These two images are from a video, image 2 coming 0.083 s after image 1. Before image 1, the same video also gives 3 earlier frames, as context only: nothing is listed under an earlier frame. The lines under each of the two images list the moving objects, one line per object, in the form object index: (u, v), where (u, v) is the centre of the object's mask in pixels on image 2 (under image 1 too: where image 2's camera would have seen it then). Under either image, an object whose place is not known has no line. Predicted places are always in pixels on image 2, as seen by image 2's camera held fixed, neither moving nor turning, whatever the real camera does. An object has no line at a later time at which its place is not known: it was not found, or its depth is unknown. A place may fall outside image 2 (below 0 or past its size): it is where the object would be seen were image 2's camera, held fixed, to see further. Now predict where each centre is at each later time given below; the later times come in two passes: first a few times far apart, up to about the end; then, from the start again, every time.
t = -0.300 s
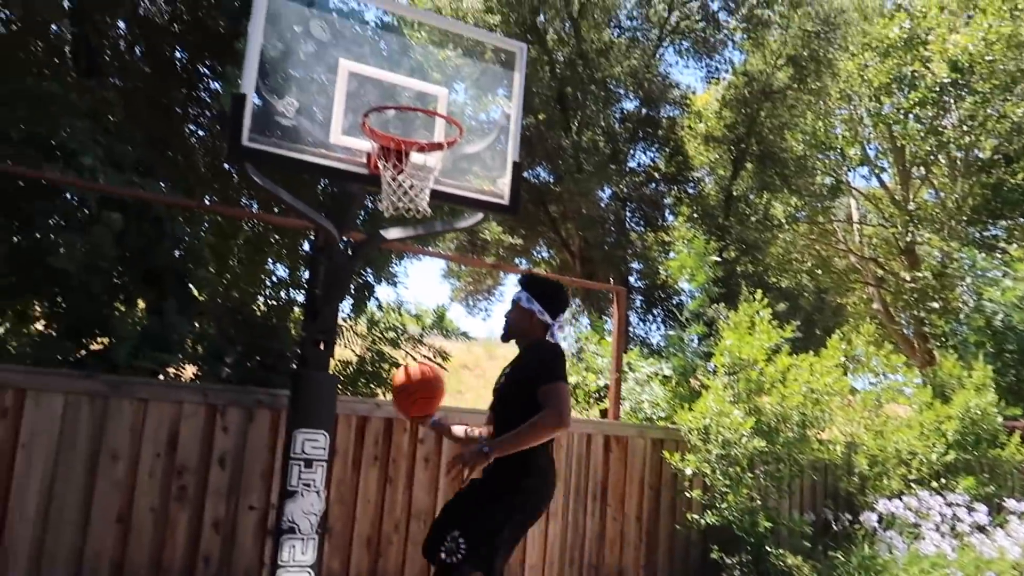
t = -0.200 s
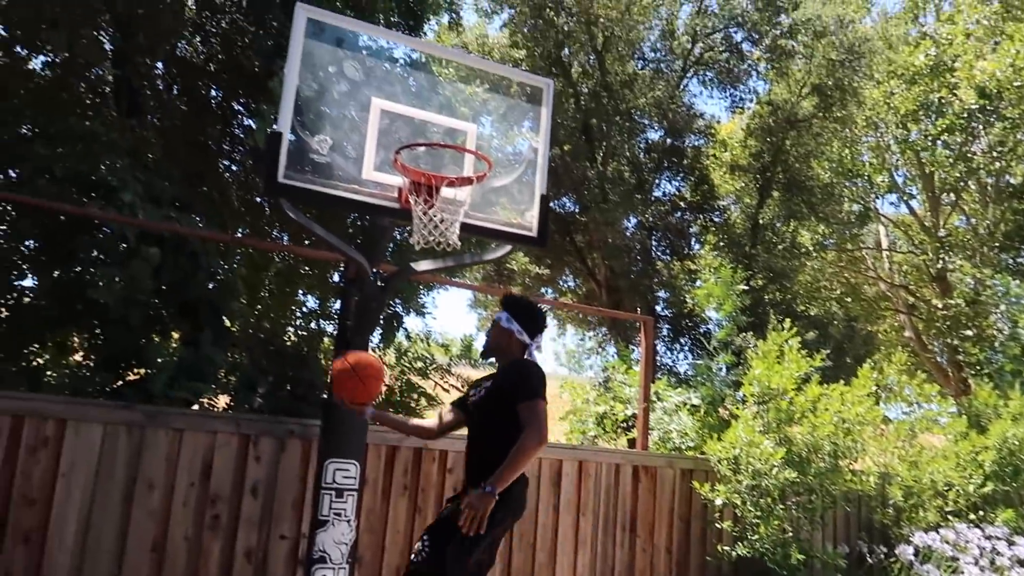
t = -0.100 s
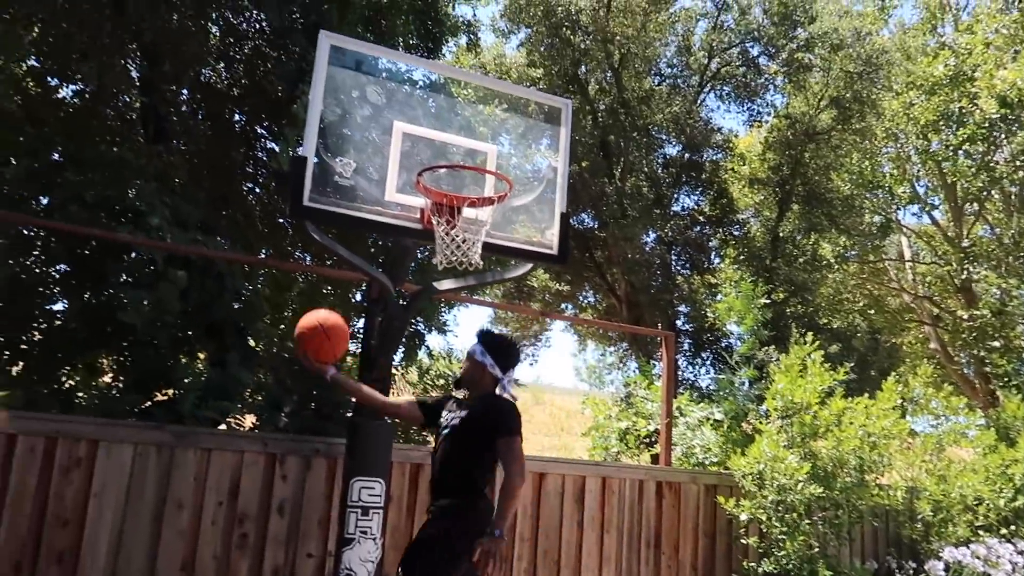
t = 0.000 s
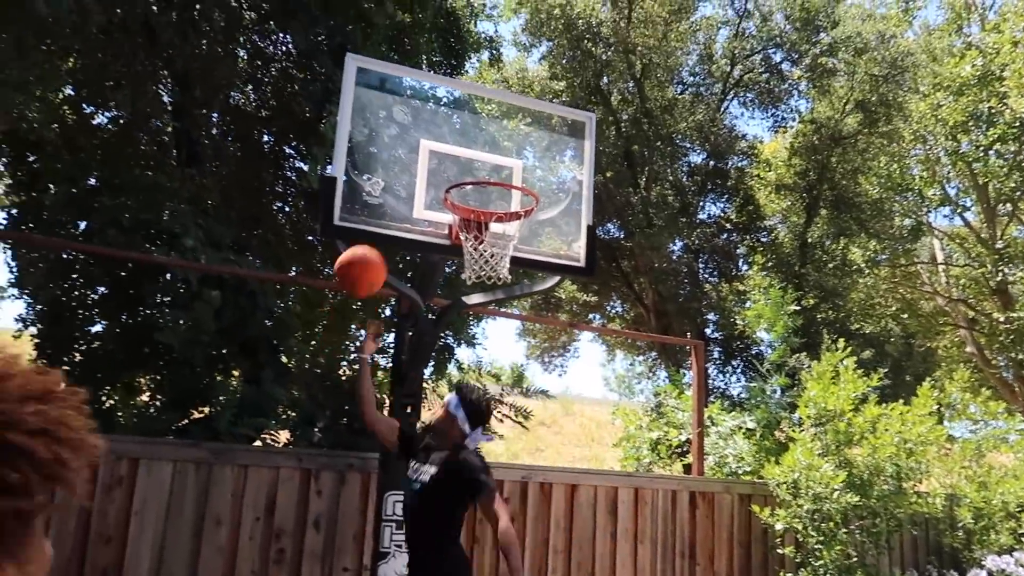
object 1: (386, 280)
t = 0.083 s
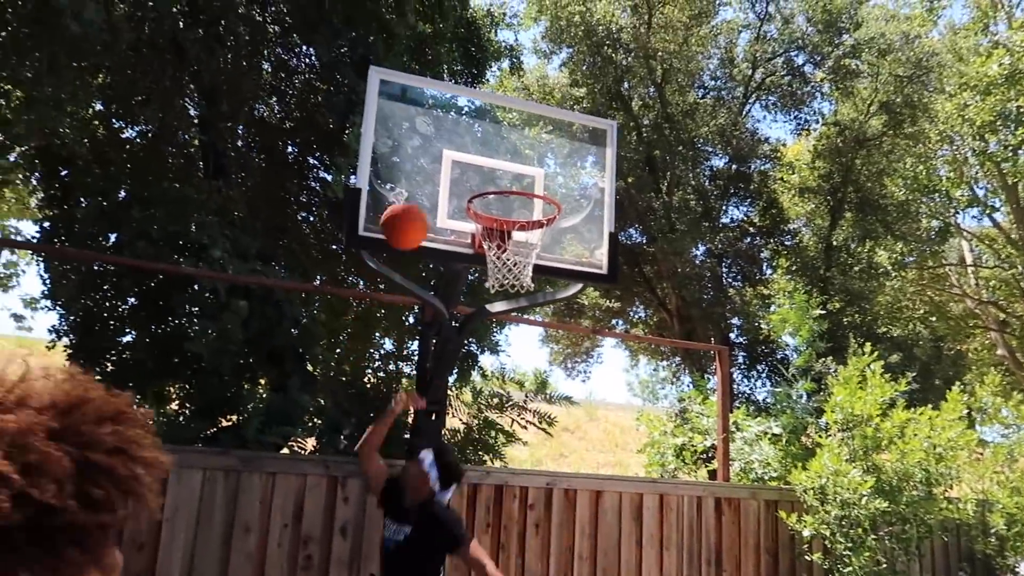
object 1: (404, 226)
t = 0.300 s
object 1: (445, 150)
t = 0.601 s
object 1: (486, 156)
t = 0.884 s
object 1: (519, 186)
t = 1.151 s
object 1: (504, 197)
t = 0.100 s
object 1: (408, 217)
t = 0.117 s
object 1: (412, 209)
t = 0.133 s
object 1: (415, 201)
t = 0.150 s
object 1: (419, 193)
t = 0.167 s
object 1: (422, 186)
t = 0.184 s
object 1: (425, 180)
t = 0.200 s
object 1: (428, 174)
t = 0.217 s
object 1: (431, 169)
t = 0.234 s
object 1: (434, 164)
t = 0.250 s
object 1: (437, 160)
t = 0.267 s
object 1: (440, 157)
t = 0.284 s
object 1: (442, 154)
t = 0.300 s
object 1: (445, 150)
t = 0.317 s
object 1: (448, 148)
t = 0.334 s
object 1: (450, 147)
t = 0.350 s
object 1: (453, 145)
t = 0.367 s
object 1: (455, 144)
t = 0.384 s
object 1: (457, 144)
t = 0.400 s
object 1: (460, 145)
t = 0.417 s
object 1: (463, 146)
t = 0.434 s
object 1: (465, 146)
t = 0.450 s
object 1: (467, 146)
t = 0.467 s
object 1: (469, 145)
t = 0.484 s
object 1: (472, 145)
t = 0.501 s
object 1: (474, 145)
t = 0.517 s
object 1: (477, 146)
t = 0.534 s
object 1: (478, 148)
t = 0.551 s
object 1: (480, 149)
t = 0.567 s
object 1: (482, 150)
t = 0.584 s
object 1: (484, 153)
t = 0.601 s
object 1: (486, 156)
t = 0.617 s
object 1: (488, 160)
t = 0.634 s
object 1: (490, 164)
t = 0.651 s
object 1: (491, 170)
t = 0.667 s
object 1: (493, 174)
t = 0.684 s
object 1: (495, 178)
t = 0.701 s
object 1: (496, 185)
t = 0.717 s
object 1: (497, 191)
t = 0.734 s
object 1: (500, 198)
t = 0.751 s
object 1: (500, 199)
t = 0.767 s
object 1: (502, 196)
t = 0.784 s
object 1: (505, 194)
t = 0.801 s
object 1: (507, 192)
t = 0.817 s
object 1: (510, 190)
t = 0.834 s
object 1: (512, 188)
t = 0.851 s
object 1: (515, 187)
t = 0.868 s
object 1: (517, 186)
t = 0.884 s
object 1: (519, 186)
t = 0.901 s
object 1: (522, 186)
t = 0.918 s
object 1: (524, 187)
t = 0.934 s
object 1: (526, 188)
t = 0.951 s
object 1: (526, 187)
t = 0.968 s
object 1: (524, 185)
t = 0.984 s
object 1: (522, 183)
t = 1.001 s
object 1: (520, 183)
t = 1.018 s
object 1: (519, 182)
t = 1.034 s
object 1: (517, 183)
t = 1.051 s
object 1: (515, 183)
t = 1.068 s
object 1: (514, 185)
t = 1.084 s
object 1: (512, 186)
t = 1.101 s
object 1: (510, 188)
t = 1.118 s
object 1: (508, 191)
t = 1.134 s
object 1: (506, 194)
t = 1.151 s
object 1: (504, 197)
